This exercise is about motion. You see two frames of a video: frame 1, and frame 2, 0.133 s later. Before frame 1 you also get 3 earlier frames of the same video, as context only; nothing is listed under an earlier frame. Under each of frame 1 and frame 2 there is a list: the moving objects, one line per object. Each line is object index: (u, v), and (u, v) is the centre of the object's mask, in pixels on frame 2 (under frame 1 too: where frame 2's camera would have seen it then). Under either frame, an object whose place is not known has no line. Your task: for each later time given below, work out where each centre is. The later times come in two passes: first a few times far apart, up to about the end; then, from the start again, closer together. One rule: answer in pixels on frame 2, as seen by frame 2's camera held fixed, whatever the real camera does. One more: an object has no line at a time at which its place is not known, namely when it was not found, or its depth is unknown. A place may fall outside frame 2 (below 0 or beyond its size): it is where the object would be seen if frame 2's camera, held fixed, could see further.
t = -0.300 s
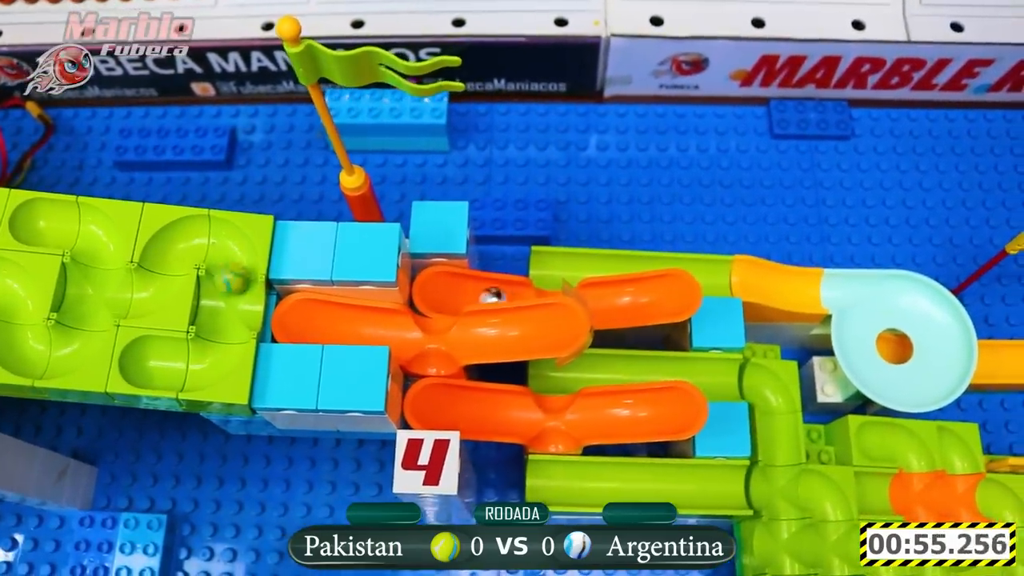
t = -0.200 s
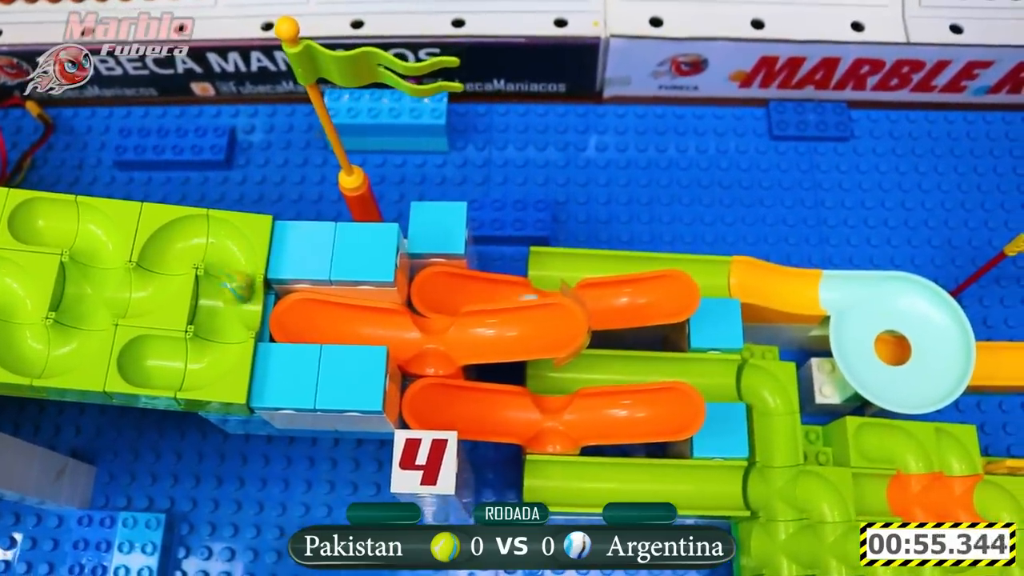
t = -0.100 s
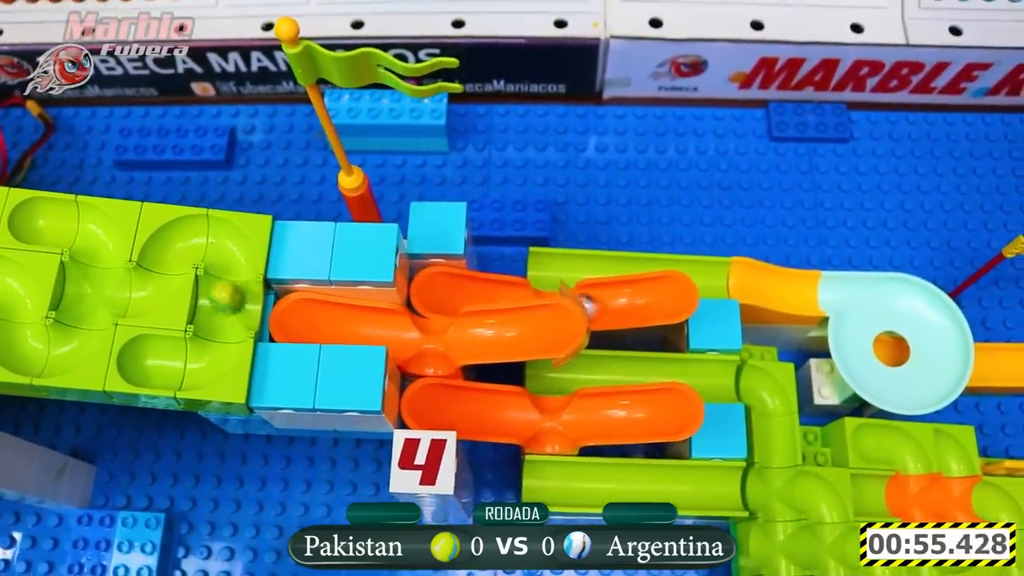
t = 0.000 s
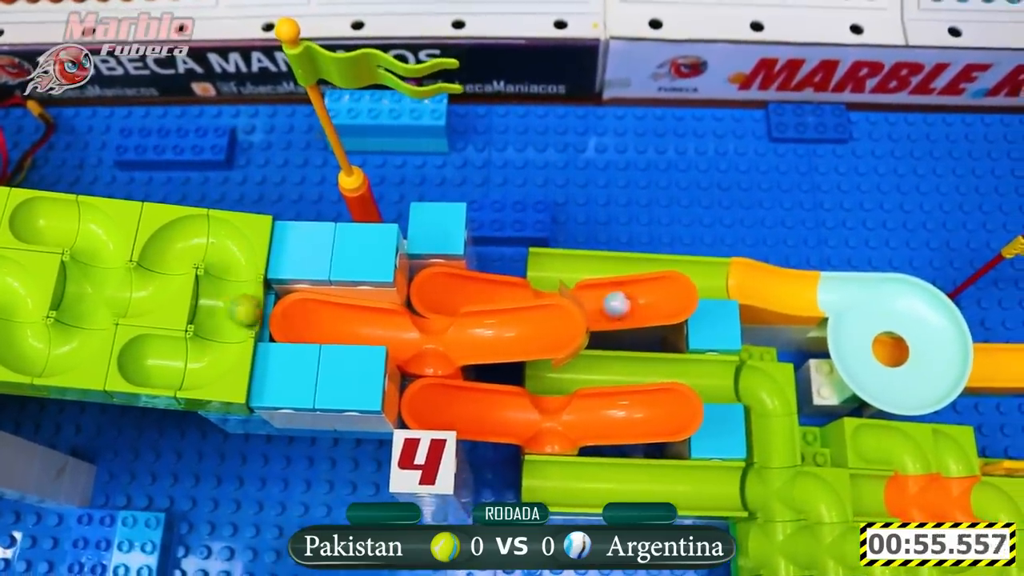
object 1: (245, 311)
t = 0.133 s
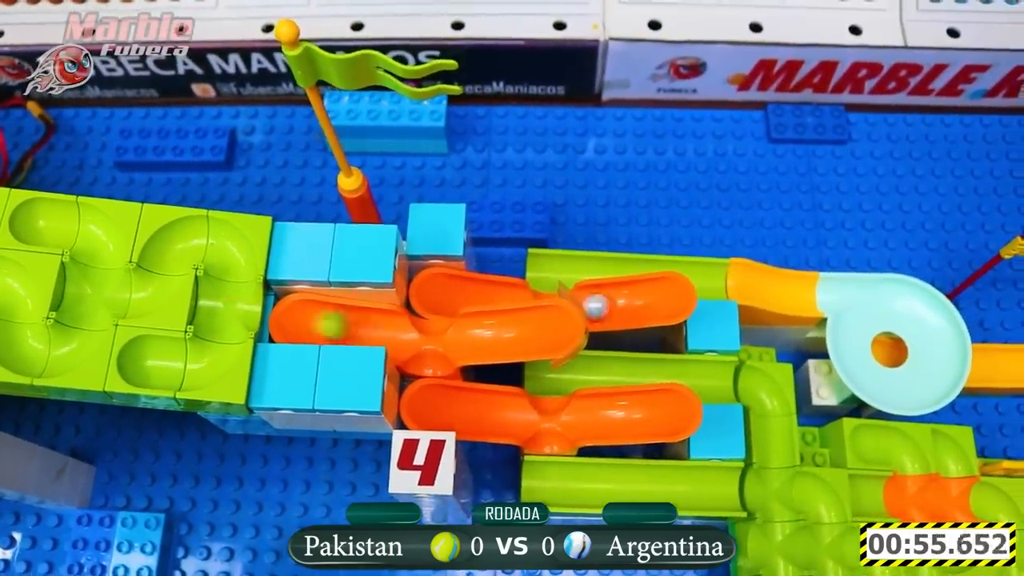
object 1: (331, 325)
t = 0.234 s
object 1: (466, 340)
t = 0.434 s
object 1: (544, 331)
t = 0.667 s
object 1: (337, 326)
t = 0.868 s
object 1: (363, 333)
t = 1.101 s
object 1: (532, 332)
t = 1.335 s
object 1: (423, 338)
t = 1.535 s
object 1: (323, 327)
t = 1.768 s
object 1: (475, 339)
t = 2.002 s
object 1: (500, 336)
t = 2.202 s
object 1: (353, 332)
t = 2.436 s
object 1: (393, 337)
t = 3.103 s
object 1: (341, 329)
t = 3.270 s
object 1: (445, 339)
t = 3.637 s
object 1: (426, 337)
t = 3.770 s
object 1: (348, 330)
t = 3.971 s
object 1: (398, 337)
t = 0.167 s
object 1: (376, 333)
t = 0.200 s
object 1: (422, 339)
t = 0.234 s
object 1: (466, 340)
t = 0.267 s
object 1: (507, 334)
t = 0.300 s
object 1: (540, 328)
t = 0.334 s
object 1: (563, 322)
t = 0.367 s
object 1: (566, 320)
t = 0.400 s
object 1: (559, 326)
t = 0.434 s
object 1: (544, 331)
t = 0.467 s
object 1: (520, 331)
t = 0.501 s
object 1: (487, 332)
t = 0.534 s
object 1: (453, 337)
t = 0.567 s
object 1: (419, 340)
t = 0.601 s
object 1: (388, 338)
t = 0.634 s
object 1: (360, 333)
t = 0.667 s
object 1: (337, 326)
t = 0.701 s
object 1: (322, 322)
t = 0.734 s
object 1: (314, 322)
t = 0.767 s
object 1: (314, 325)
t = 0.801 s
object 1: (323, 329)
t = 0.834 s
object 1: (340, 331)
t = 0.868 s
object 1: (363, 333)
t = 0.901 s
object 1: (392, 335)
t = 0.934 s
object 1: (421, 336)
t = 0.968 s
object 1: (452, 336)
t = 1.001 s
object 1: (480, 338)
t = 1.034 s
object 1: (503, 338)
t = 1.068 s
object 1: (521, 335)
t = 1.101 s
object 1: (532, 332)
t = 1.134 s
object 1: (536, 329)
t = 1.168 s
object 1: (532, 328)
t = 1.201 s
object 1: (521, 330)
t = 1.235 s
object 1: (504, 335)
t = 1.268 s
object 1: (481, 339)
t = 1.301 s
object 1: (452, 340)
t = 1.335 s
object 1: (423, 338)
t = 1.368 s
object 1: (396, 335)
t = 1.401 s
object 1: (369, 332)
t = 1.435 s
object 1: (347, 330)
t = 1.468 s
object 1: (331, 328)
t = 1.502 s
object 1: (324, 327)
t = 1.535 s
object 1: (323, 327)
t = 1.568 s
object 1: (330, 328)
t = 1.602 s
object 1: (345, 329)
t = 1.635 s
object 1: (366, 331)
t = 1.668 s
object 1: (392, 335)
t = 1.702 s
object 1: (419, 338)
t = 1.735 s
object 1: (448, 340)
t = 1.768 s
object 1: (475, 339)
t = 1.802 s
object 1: (497, 336)
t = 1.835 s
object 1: (514, 332)
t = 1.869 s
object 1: (525, 330)
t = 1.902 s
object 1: (529, 330)
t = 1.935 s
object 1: (526, 332)
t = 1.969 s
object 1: (516, 334)
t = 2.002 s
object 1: (500, 336)
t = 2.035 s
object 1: (479, 337)
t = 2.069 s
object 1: (453, 337)
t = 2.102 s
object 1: (425, 337)
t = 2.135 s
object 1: (399, 336)
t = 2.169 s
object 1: (373, 334)
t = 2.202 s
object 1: (353, 332)
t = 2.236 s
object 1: (338, 329)
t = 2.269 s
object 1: (330, 327)
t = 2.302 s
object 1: (330, 327)
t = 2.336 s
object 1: (336, 327)
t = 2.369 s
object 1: (349, 330)
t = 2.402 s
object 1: (369, 333)
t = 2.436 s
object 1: (393, 337)
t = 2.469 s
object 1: (419, 338)
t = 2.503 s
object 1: (446, 338)
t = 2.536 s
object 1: (472, 338)
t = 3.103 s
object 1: (341, 329)
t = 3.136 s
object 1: (354, 331)
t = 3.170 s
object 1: (373, 333)
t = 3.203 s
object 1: (395, 336)
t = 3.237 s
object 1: (419, 338)
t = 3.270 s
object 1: (445, 339)
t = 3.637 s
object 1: (426, 337)
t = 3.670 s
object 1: (402, 337)
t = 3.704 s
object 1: (380, 334)
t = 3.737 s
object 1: (361, 332)
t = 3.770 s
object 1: (348, 330)
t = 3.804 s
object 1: (341, 329)
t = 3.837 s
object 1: (341, 328)
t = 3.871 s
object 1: (347, 330)
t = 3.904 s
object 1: (359, 331)
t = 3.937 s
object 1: (377, 334)
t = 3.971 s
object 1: (398, 337)
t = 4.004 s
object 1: (422, 337)
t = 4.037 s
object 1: (446, 337)
